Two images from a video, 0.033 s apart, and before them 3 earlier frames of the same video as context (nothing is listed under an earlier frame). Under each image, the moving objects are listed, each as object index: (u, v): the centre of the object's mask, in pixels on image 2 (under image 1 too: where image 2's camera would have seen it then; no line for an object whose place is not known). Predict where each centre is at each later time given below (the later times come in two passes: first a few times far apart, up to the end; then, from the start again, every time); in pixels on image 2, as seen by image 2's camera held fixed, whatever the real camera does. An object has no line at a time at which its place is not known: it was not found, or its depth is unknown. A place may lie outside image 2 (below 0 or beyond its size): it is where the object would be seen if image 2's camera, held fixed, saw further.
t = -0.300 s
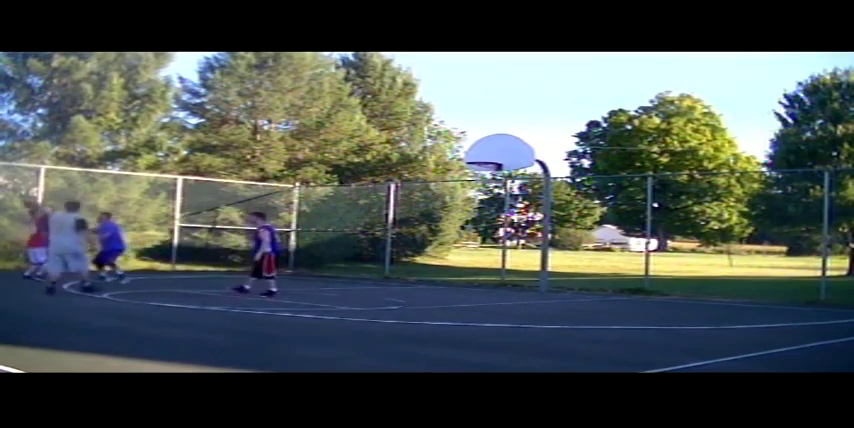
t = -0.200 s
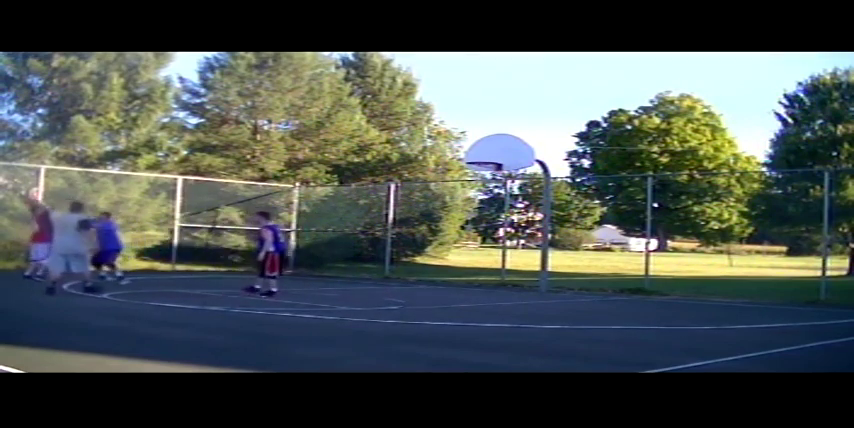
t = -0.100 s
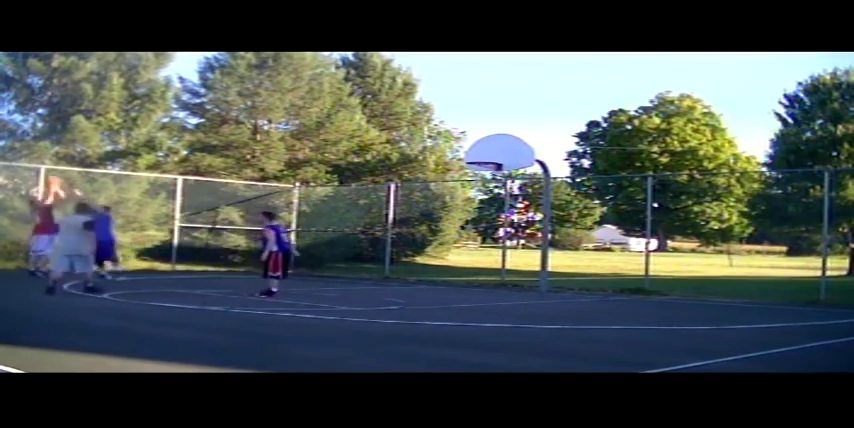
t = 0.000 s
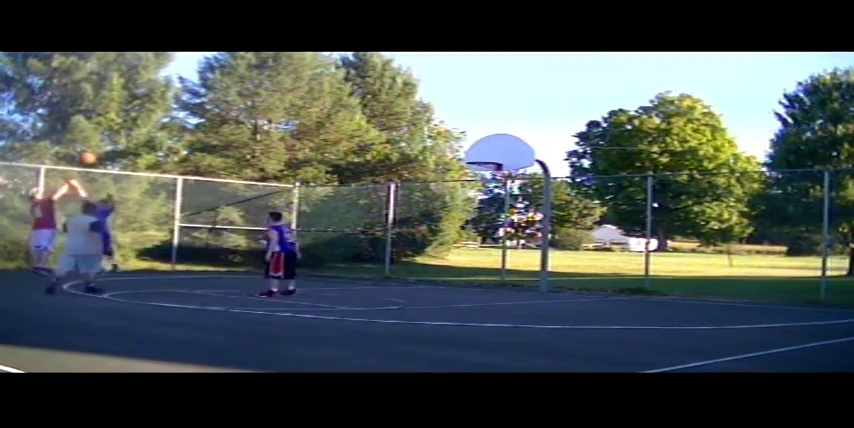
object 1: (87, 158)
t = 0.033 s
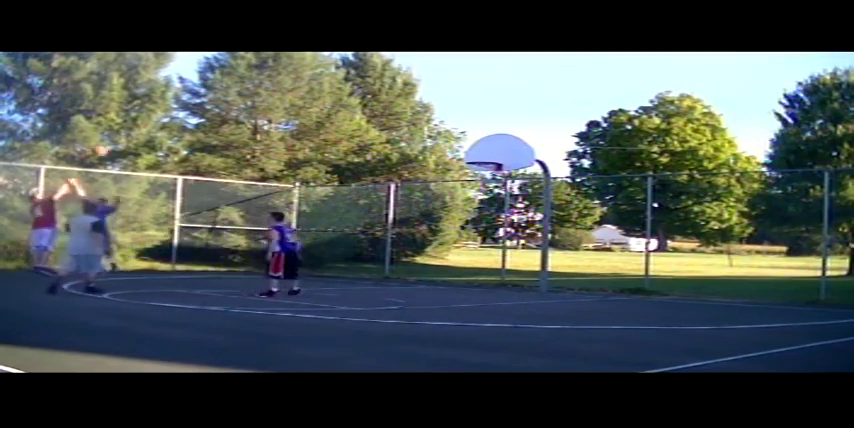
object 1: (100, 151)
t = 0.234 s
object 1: (177, 118)
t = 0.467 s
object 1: (257, 101)
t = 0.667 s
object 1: (329, 104)
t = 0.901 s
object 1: (410, 129)
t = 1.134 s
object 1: (453, 148)
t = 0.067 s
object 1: (116, 145)
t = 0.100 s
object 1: (124, 138)
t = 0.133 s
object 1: (137, 132)
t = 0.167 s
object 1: (150, 127)
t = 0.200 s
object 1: (163, 123)
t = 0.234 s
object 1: (177, 118)
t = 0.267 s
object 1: (186, 115)
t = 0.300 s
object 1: (200, 111)
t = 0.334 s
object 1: (209, 108)
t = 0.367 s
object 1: (223, 107)
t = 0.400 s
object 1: (236, 104)
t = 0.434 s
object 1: (247, 103)
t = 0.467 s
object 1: (257, 101)
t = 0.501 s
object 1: (270, 101)
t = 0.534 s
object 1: (283, 101)
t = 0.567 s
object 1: (295, 101)
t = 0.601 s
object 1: (306, 101)
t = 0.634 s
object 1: (317, 103)
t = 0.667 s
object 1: (329, 104)
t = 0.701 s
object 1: (341, 107)
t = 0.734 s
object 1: (355, 109)
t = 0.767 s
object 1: (365, 112)
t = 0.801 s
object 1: (377, 116)
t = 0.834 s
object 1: (390, 120)
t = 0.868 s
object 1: (400, 125)
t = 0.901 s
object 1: (410, 129)
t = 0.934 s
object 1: (423, 134)
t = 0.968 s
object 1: (433, 140)
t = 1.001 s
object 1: (446, 147)
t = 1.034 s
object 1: (455, 154)
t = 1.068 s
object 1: (463, 159)
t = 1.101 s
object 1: (457, 153)
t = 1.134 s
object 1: (453, 148)
